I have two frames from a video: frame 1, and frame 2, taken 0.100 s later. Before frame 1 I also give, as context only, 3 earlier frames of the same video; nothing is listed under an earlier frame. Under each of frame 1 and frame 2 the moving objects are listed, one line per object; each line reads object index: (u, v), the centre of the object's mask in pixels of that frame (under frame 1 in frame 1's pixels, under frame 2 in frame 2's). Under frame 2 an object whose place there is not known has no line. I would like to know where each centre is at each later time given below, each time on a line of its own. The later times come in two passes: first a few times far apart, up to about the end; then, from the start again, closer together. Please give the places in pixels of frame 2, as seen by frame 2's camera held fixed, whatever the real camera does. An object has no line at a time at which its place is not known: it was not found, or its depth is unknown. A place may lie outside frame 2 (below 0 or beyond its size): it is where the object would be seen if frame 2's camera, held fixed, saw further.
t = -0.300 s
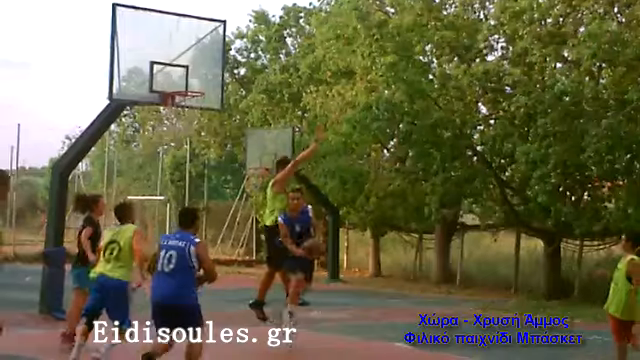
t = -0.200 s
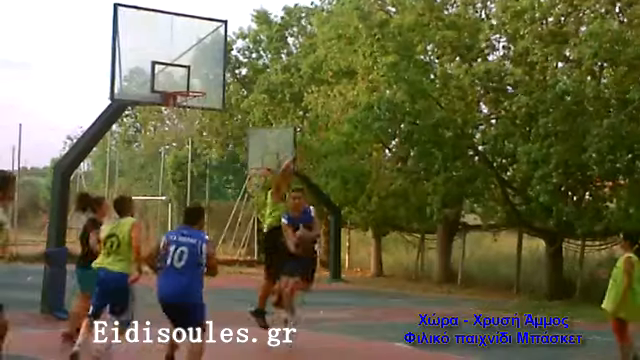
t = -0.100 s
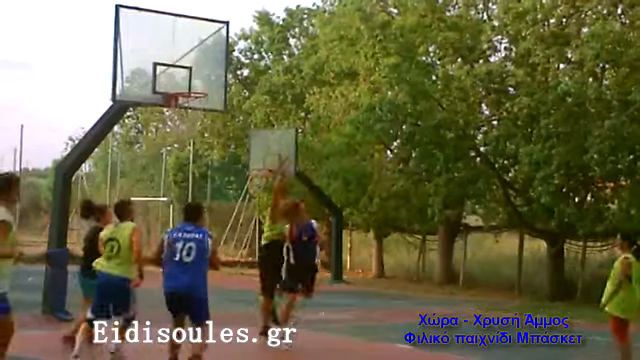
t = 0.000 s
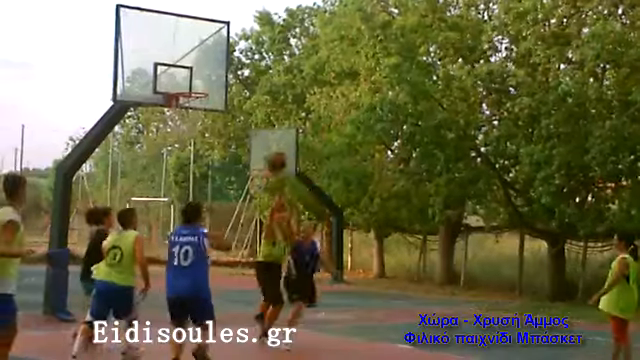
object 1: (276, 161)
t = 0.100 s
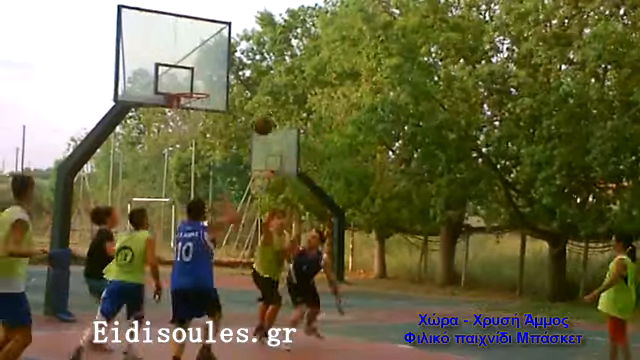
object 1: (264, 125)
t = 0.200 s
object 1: (249, 99)
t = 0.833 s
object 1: (199, 104)
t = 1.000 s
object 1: (188, 120)
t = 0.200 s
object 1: (249, 99)
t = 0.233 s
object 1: (245, 89)
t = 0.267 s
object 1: (242, 85)
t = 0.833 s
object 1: (199, 104)
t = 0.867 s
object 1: (196, 108)
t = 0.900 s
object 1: (195, 114)
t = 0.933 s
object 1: (192, 117)
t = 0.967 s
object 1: (189, 117)
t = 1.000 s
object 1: (188, 120)
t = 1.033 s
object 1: (186, 124)
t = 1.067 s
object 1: (184, 129)
